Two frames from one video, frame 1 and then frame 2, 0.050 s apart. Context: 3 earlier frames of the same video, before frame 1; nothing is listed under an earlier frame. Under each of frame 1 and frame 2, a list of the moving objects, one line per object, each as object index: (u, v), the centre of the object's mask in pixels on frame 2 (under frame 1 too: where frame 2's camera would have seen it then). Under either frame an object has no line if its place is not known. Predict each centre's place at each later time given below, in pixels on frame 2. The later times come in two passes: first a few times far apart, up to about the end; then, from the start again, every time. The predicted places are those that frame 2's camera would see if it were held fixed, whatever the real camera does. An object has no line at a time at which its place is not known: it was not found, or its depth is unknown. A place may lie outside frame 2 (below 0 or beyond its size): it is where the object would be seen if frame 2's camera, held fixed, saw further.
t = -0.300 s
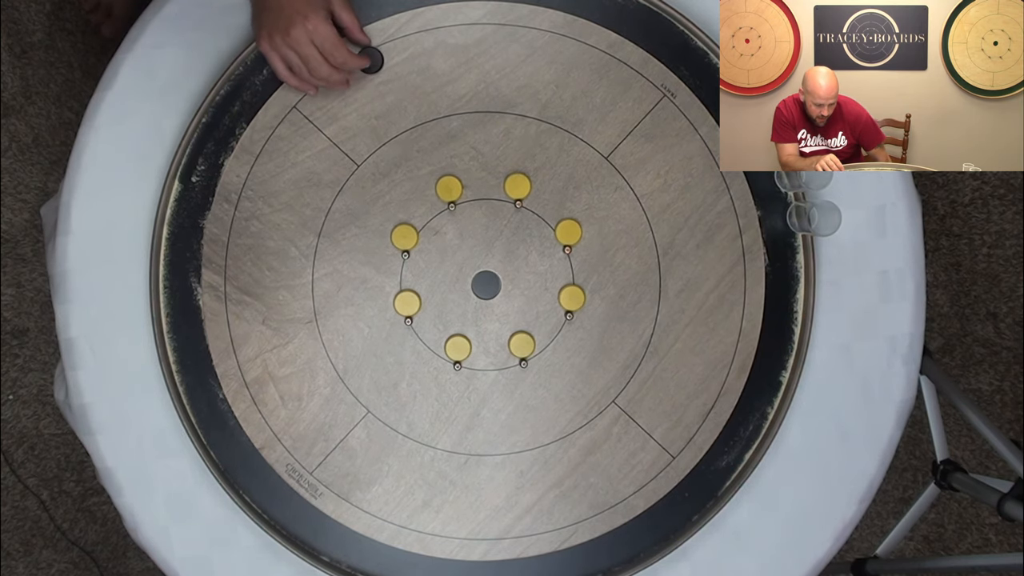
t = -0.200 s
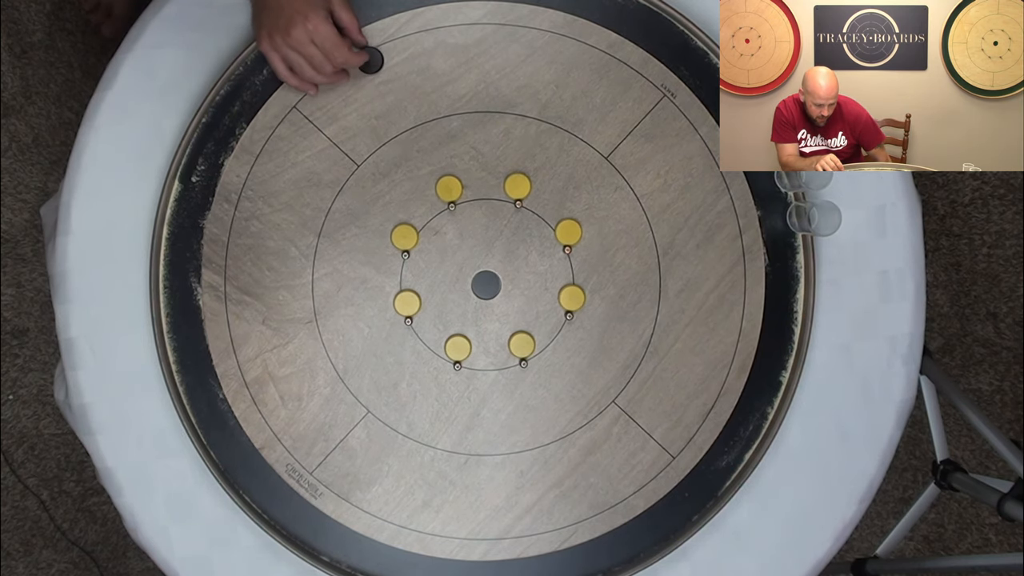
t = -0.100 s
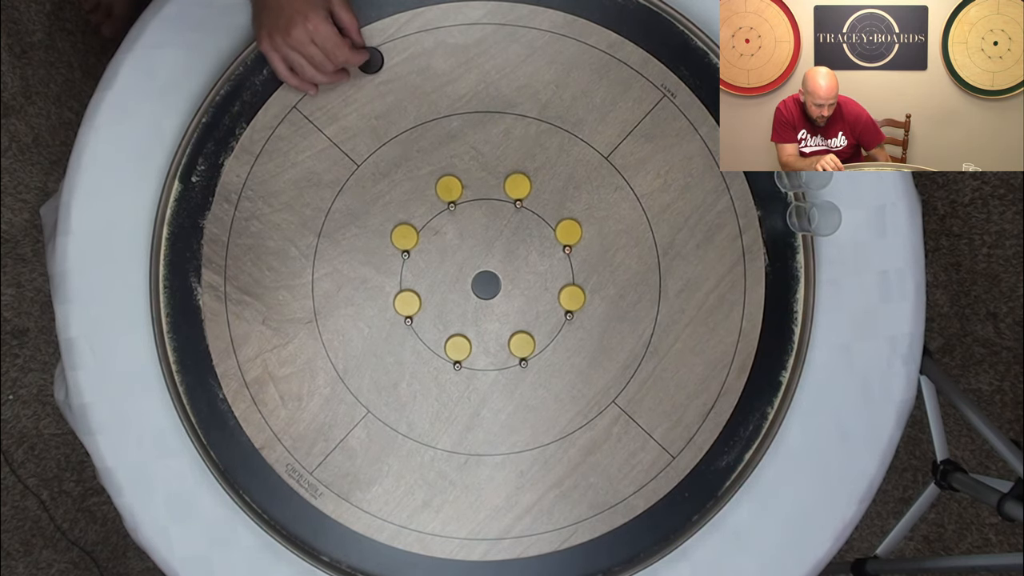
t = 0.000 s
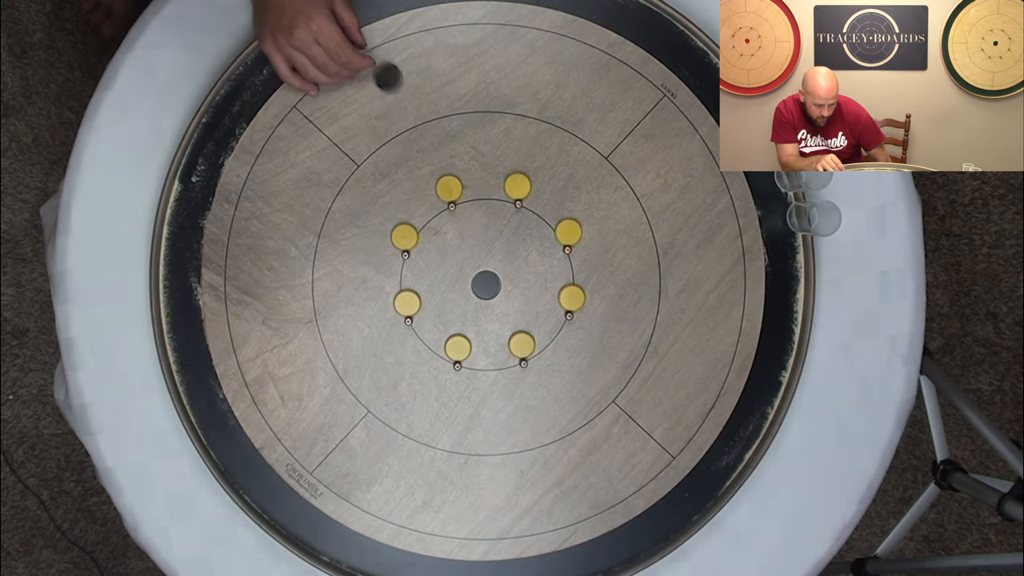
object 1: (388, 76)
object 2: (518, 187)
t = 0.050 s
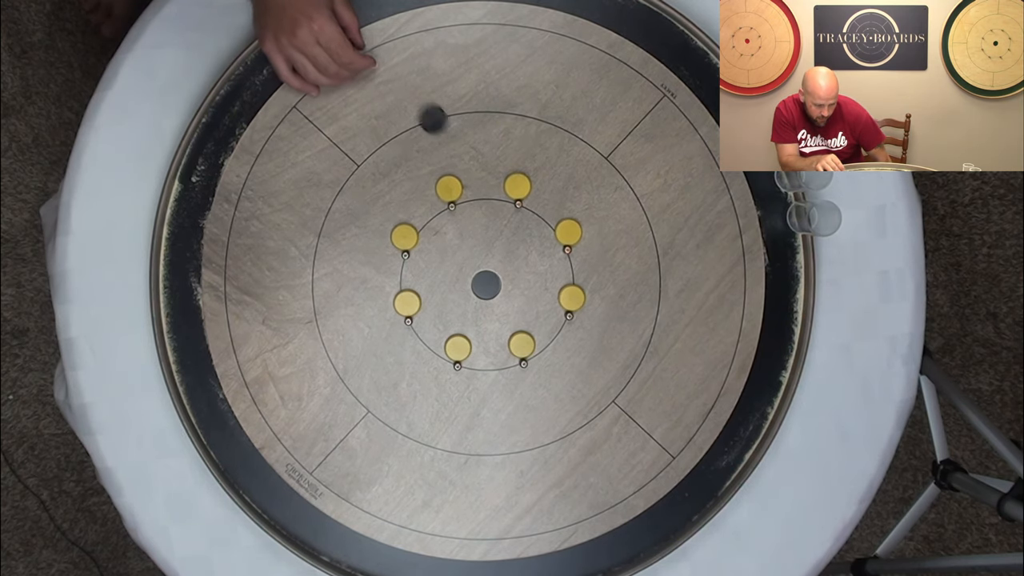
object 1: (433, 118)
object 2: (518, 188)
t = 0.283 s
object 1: (486, 228)
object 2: (621, 154)
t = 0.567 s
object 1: (478, 260)
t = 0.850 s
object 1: (478, 260)
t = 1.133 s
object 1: (478, 260)
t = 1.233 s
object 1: (478, 261)
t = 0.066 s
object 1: (447, 132)
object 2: (517, 186)
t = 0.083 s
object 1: (462, 146)
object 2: (517, 186)
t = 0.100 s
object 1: (476, 159)
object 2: (517, 185)
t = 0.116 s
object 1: (489, 172)
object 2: (517, 186)
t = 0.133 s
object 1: (491, 180)
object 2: (528, 185)
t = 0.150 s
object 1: (491, 186)
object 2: (539, 181)
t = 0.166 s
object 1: (490, 192)
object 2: (550, 177)
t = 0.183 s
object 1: (490, 198)
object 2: (561, 174)
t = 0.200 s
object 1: (489, 204)
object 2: (572, 170)
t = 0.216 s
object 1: (489, 209)
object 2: (582, 167)
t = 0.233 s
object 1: (488, 214)
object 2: (592, 164)
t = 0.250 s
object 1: (487, 220)
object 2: (602, 160)
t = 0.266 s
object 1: (487, 224)
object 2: (612, 157)
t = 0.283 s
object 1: (486, 228)
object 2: (621, 154)
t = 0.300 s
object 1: (486, 232)
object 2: (631, 151)
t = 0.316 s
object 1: (485, 236)
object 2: (640, 149)
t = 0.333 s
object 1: (485, 240)
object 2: (648, 146)
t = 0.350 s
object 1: (484, 243)
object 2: (657, 143)
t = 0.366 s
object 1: (484, 246)
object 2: (665, 140)
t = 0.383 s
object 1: (483, 248)
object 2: (672, 138)
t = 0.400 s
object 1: (483, 250)
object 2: (680, 135)
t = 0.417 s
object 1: (482, 252)
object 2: (687, 133)
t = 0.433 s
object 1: (481, 254)
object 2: (694, 130)
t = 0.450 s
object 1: (481, 256)
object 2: (701, 128)
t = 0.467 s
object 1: (480, 257)
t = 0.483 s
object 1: (480, 258)
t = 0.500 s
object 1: (480, 259)
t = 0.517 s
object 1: (479, 259)
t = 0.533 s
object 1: (479, 260)
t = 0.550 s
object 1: (479, 260)
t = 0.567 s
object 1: (478, 260)
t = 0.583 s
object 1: (478, 260)
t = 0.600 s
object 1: (478, 260)
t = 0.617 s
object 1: (478, 260)
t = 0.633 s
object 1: (478, 260)
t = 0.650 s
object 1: (478, 260)
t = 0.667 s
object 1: (478, 260)
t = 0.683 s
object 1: (478, 260)
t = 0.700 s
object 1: (478, 260)
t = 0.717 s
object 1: (478, 260)
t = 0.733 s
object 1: (478, 260)
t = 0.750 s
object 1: (478, 260)
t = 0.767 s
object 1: (478, 260)
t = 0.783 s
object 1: (478, 260)
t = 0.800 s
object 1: (478, 260)
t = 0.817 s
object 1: (478, 260)
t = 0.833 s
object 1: (478, 260)
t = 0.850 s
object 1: (478, 260)
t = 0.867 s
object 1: (478, 260)
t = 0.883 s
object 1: (478, 260)
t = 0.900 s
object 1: (478, 260)
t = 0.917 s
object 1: (478, 260)
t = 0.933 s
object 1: (478, 260)
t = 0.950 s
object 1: (478, 260)
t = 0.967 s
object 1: (478, 260)
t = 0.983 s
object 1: (478, 260)
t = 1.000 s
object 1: (478, 260)
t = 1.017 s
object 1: (478, 260)
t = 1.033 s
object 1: (478, 260)
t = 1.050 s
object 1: (478, 260)
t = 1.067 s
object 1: (478, 260)
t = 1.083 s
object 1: (478, 260)
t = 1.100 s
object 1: (478, 260)
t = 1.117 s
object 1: (478, 260)
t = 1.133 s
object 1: (478, 260)
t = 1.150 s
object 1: (478, 260)
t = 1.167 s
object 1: (478, 260)
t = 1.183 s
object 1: (478, 260)
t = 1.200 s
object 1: (478, 260)
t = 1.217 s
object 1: (478, 260)
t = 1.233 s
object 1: (478, 261)
